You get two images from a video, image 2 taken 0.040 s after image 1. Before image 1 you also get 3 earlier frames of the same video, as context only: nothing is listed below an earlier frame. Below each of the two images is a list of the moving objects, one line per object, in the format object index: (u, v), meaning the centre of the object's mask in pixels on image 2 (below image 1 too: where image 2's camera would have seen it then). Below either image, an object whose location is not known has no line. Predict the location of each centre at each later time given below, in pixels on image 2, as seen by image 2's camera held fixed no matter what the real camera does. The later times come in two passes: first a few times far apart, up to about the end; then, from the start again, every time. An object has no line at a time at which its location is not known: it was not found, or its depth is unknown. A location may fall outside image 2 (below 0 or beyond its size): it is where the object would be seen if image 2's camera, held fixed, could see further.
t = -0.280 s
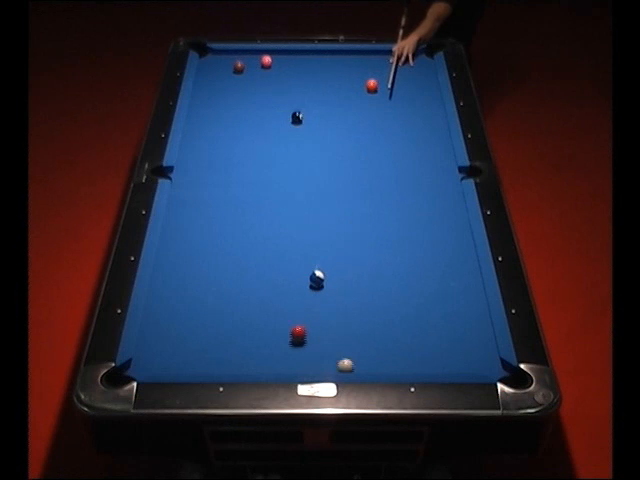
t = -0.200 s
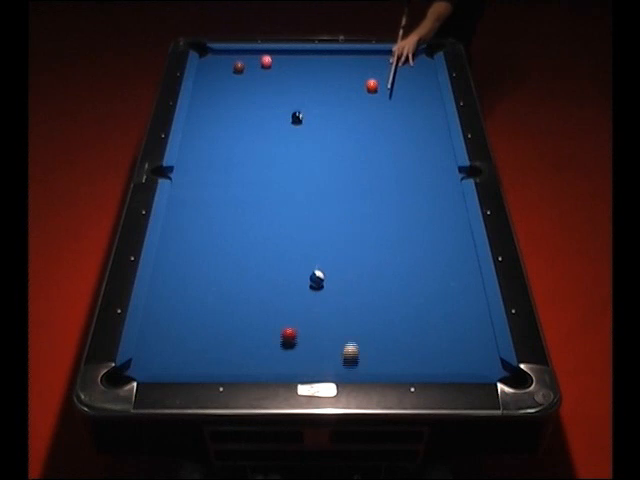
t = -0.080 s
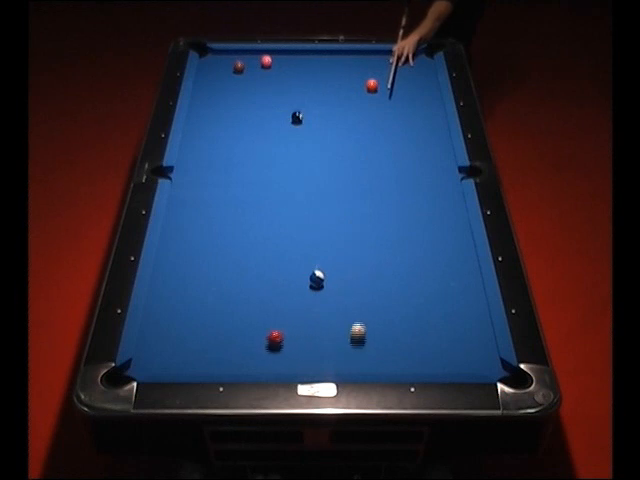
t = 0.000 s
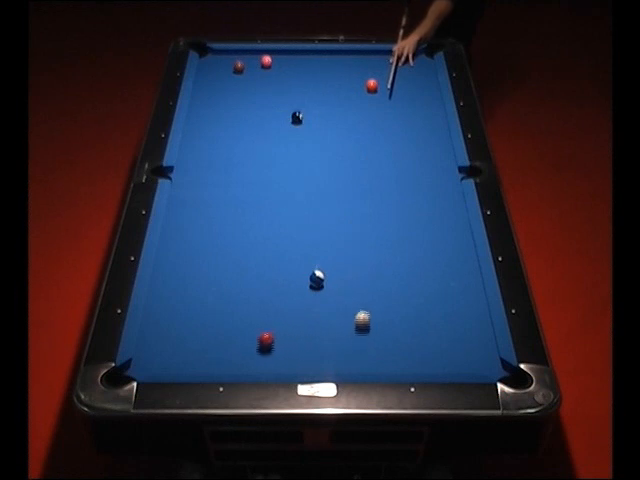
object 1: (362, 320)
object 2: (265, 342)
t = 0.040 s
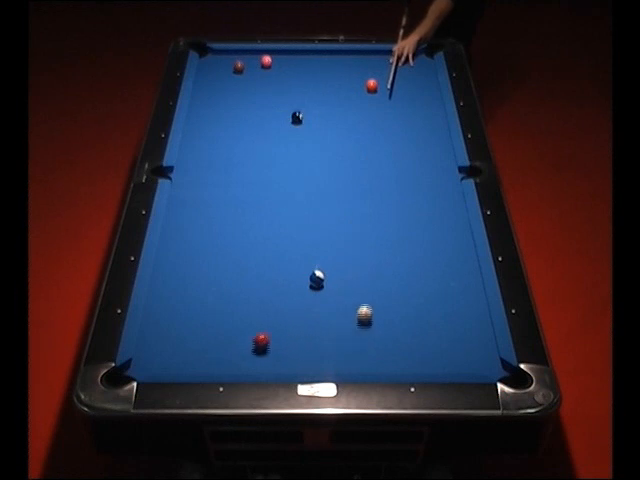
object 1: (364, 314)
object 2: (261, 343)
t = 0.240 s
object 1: (375, 286)
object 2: (238, 348)
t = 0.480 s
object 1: (386, 256)
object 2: (212, 354)
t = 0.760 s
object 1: (398, 224)
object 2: (183, 360)
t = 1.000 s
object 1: (407, 200)
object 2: (160, 362)
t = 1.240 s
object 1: (416, 178)
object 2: (137, 367)
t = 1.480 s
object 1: (424, 157)
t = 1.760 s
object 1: (432, 136)
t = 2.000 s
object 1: (438, 120)
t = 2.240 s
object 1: (435, 105)
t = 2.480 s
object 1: (429, 93)
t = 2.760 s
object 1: (421, 80)
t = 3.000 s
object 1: (415, 69)
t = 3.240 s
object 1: (410, 59)
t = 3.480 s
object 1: (406, 53)
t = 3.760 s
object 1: (404, 58)
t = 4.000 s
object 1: (402, 63)
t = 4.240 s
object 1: (401, 67)
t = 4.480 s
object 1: (399, 71)
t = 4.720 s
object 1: (398, 74)
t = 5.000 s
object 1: (397, 77)
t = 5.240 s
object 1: (396, 80)
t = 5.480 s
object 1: (395, 82)
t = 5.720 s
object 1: (394, 84)
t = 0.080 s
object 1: (367, 308)
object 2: (256, 344)
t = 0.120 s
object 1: (368, 302)
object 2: (252, 345)
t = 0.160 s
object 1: (371, 297)
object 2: (247, 346)
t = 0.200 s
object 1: (373, 292)
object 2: (243, 347)
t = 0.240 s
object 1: (375, 286)
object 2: (238, 348)
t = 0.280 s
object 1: (377, 282)
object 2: (234, 349)
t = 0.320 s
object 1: (379, 276)
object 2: (229, 350)
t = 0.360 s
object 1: (380, 270)
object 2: (225, 351)
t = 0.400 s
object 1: (382, 265)
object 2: (221, 351)
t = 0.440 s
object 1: (384, 261)
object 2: (217, 353)
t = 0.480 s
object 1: (386, 256)
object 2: (212, 354)
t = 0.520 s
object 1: (388, 251)
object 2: (208, 355)
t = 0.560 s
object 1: (390, 246)
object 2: (203, 355)
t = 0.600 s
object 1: (391, 241)
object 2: (199, 356)
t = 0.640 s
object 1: (393, 237)
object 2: (195, 357)
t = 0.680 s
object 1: (395, 233)
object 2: (191, 358)
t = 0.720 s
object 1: (396, 228)
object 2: (187, 359)
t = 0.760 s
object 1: (398, 224)
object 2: (183, 360)
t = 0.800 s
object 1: (400, 219)
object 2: (179, 360)
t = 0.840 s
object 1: (401, 215)
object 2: (175, 361)
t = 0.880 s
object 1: (403, 211)
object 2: (171, 361)
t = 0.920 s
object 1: (405, 207)
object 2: (167, 362)
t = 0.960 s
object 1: (406, 203)
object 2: (163, 362)
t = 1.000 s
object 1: (407, 200)
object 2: (160, 362)
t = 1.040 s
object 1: (409, 196)
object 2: (156, 363)
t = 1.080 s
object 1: (410, 192)
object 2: (152, 363)
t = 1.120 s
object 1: (412, 188)
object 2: (148, 364)
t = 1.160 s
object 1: (413, 185)
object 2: (144, 365)
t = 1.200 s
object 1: (415, 181)
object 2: (141, 366)
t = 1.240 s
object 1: (416, 178)
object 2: (137, 367)
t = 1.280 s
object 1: (417, 174)
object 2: (133, 367)
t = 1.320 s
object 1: (419, 171)
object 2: (130, 367)
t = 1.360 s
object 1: (420, 167)
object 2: (127, 369)
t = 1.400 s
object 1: (421, 164)
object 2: (124, 374)
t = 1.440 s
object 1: (422, 161)
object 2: (121, 379)
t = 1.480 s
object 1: (424, 157)
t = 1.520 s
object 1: (425, 154)
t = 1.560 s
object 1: (426, 151)
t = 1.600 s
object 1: (427, 148)
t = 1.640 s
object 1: (428, 145)
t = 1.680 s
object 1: (429, 142)
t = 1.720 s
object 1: (430, 139)
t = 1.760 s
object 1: (432, 136)
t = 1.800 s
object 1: (432, 133)
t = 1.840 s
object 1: (434, 131)
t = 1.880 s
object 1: (435, 128)
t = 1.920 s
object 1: (436, 125)
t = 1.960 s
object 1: (437, 122)
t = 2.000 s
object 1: (438, 120)
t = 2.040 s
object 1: (439, 117)
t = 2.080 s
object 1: (440, 114)
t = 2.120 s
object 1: (439, 112)
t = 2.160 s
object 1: (438, 110)
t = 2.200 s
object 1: (437, 107)
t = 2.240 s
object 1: (435, 105)
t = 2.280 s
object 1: (434, 103)
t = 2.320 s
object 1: (433, 101)
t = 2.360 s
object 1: (432, 99)
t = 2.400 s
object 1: (431, 97)
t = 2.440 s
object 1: (430, 95)
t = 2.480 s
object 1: (429, 93)
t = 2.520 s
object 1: (428, 91)
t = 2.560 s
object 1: (426, 89)
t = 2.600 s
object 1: (425, 87)
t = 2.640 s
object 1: (424, 85)
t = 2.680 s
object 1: (423, 84)
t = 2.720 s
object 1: (422, 82)
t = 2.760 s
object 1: (421, 80)
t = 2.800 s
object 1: (420, 78)
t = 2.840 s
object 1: (419, 76)
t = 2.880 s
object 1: (418, 74)
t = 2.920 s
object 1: (418, 73)
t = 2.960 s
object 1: (416, 71)
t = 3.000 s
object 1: (415, 69)
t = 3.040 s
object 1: (414, 68)
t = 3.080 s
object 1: (413, 66)
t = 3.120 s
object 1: (413, 64)
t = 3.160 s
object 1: (412, 63)
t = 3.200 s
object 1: (411, 61)
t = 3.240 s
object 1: (410, 59)
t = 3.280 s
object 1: (409, 58)
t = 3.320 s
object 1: (408, 56)
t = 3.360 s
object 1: (407, 55)
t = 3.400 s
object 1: (407, 53)
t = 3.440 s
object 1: (406, 53)
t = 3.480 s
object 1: (406, 53)
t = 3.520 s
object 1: (405, 54)
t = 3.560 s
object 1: (405, 55)
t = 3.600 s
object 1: (405, 55)
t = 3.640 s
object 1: (405, 56)
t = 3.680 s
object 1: (404, 57)
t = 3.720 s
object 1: (404, 58)
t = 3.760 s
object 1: (404, 58)
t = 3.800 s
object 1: (404, 59)
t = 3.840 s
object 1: (403, 60)
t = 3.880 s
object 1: (403, 60)
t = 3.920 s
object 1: (403, 61)
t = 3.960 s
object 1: (402, 62)
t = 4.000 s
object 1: (402, 63)
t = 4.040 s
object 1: (402, 63)
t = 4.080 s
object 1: (402, 64)
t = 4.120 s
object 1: (401, 65)
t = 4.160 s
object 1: (401, 65)
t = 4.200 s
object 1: (401, 66)
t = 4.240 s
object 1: (401, 67)
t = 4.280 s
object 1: (400, 68)
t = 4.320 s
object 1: (400, 68)
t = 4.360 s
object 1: (400, 69)
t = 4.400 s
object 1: (400, 69)
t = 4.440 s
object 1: (400, 70)
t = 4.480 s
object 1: (399, 71)
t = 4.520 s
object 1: (399, 71)
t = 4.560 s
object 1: (399, 72)
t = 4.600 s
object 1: (399, 72)
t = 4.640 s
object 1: (398, 73)
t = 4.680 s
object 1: (398, 74)
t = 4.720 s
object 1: (398, 74)
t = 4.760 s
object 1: (398, 75)
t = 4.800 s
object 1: (398, 75)
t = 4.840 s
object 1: (397, 76)
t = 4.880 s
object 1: (398, 76)
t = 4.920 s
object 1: (397, 77)
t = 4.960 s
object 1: (397, 77)
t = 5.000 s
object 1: (397, 77)
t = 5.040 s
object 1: (397, 78)
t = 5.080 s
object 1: (396, 79)
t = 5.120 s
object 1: (396, 79)
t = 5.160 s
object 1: (396, 79)
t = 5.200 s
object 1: (396, 80)
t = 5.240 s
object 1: (396, 80)
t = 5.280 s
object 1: (396, 80)
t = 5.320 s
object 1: (395, 81)
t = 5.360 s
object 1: (395, 81)
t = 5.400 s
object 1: (395, 82)
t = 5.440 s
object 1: (395, 82)
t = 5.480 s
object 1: (395, 82)
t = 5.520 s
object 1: (395, 82)
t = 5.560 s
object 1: (394, 83)
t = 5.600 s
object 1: (394, 83)
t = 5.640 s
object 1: (394, 83)
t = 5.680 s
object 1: (394, 83)
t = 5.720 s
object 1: (394, 84)
